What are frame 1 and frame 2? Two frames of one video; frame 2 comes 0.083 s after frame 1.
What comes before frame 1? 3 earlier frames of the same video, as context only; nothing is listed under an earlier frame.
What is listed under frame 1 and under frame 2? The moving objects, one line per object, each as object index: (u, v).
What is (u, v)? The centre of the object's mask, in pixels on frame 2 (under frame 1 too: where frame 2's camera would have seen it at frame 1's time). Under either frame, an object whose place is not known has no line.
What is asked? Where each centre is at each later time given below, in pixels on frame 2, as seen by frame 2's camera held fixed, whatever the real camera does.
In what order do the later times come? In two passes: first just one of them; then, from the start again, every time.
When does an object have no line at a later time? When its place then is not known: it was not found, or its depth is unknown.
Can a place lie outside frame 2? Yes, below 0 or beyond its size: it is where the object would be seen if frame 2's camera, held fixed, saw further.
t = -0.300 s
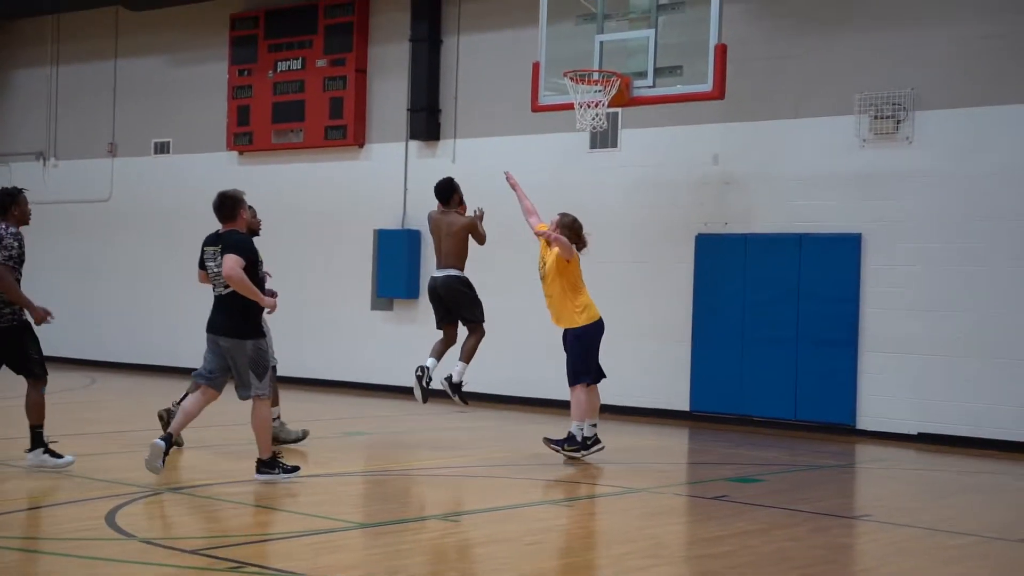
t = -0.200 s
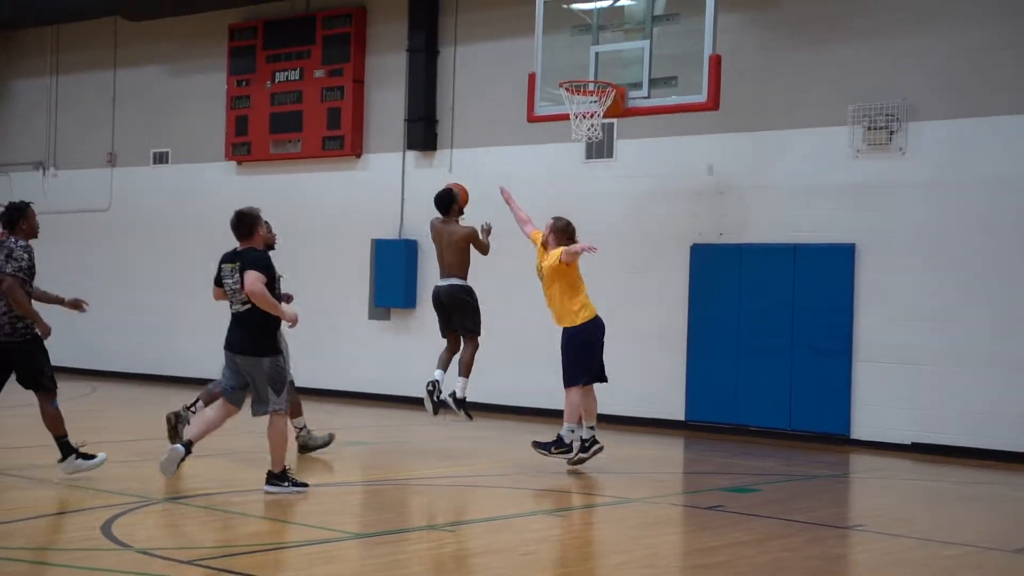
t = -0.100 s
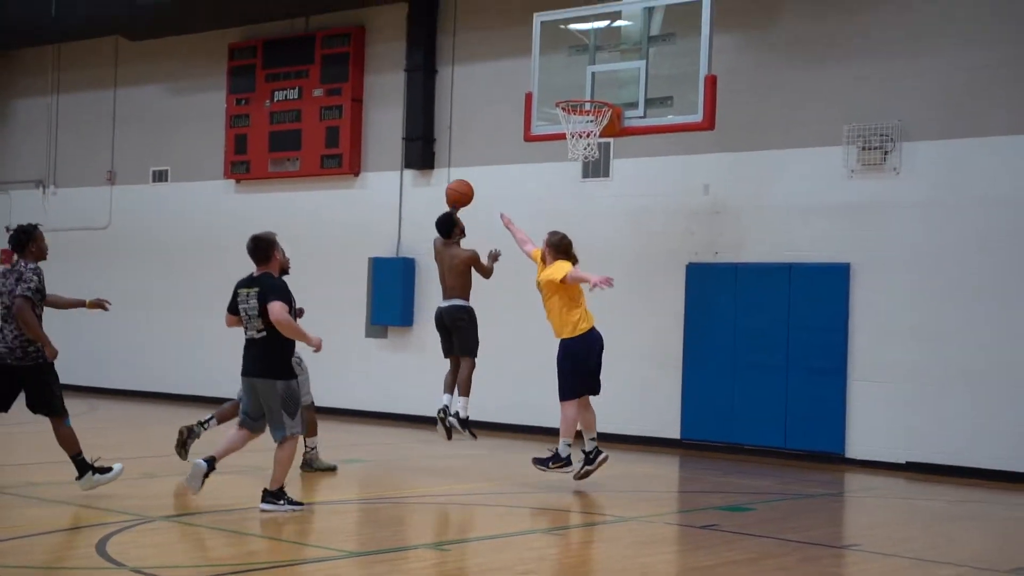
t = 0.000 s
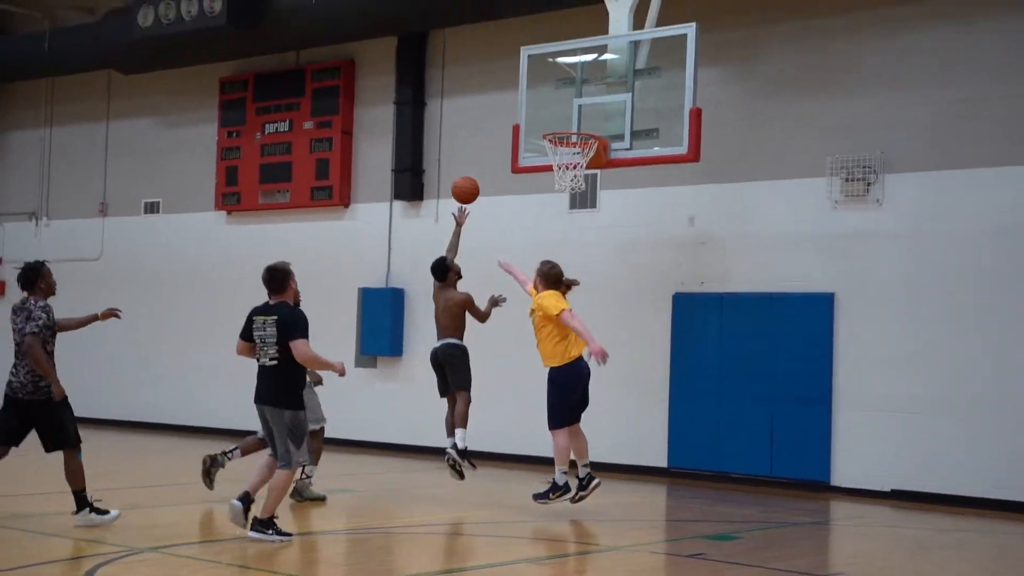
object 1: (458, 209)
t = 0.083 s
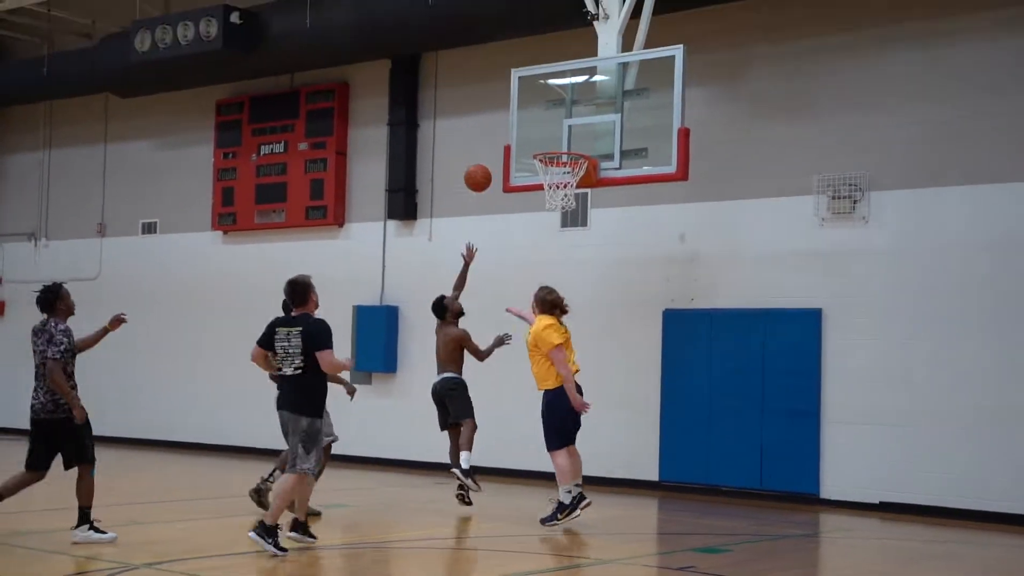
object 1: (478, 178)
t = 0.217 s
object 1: (509, 144)
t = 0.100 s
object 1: (482, 173)
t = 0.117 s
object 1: (486, 168)
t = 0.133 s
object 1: (489, 163)
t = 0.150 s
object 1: (492, 159)
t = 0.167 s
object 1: (497, 154)
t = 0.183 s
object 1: (501, 151)
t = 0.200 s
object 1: (505, 147)
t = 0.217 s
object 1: (509, 144)
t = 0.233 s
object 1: (513, 141)
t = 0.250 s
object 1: (517, 139)
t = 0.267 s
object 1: (520, 136)
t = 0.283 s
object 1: (524, 135)
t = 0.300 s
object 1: (528, 133)
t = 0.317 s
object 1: (532, 131)
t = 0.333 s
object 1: (535, 131)
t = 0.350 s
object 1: (539, 130)
